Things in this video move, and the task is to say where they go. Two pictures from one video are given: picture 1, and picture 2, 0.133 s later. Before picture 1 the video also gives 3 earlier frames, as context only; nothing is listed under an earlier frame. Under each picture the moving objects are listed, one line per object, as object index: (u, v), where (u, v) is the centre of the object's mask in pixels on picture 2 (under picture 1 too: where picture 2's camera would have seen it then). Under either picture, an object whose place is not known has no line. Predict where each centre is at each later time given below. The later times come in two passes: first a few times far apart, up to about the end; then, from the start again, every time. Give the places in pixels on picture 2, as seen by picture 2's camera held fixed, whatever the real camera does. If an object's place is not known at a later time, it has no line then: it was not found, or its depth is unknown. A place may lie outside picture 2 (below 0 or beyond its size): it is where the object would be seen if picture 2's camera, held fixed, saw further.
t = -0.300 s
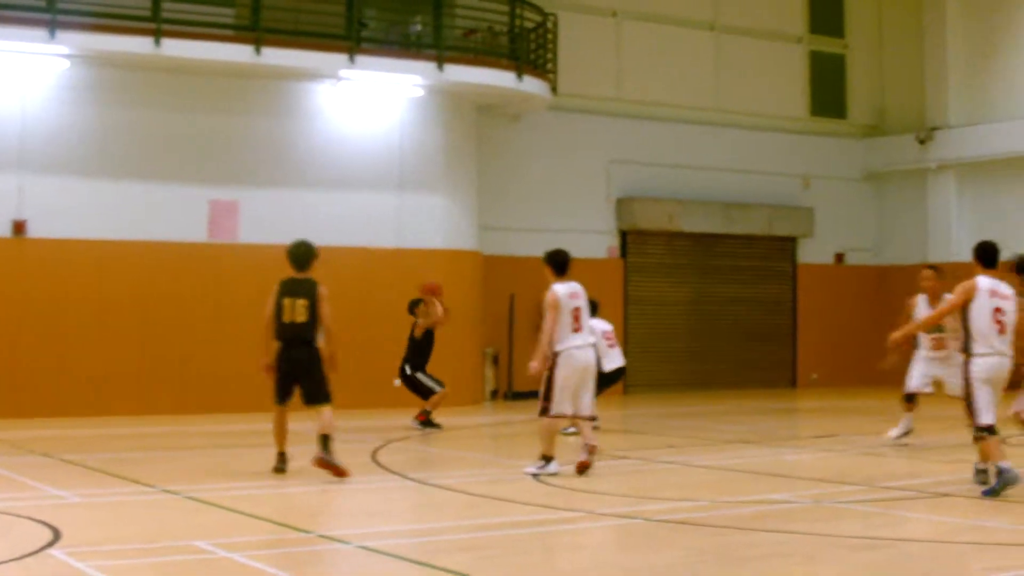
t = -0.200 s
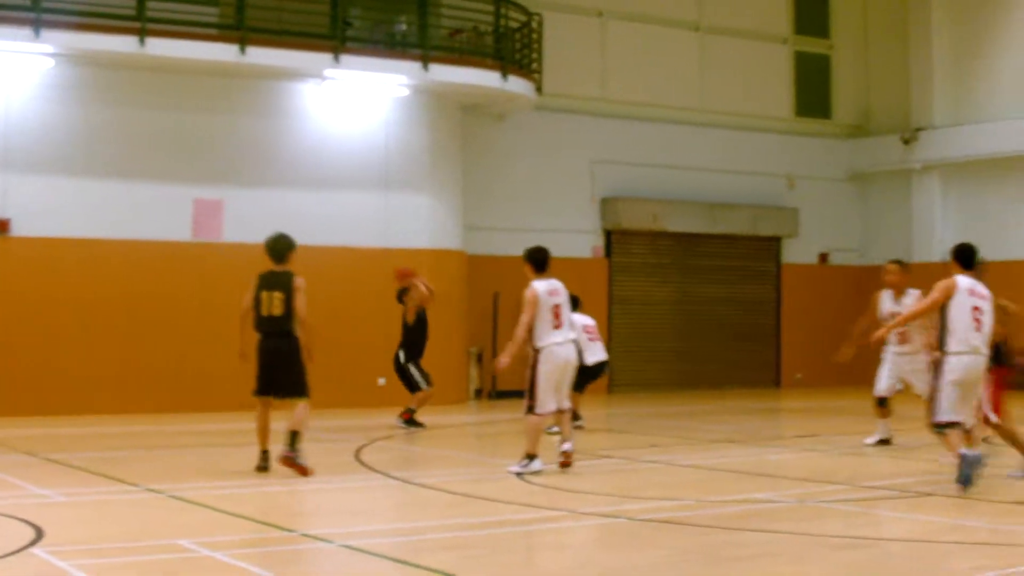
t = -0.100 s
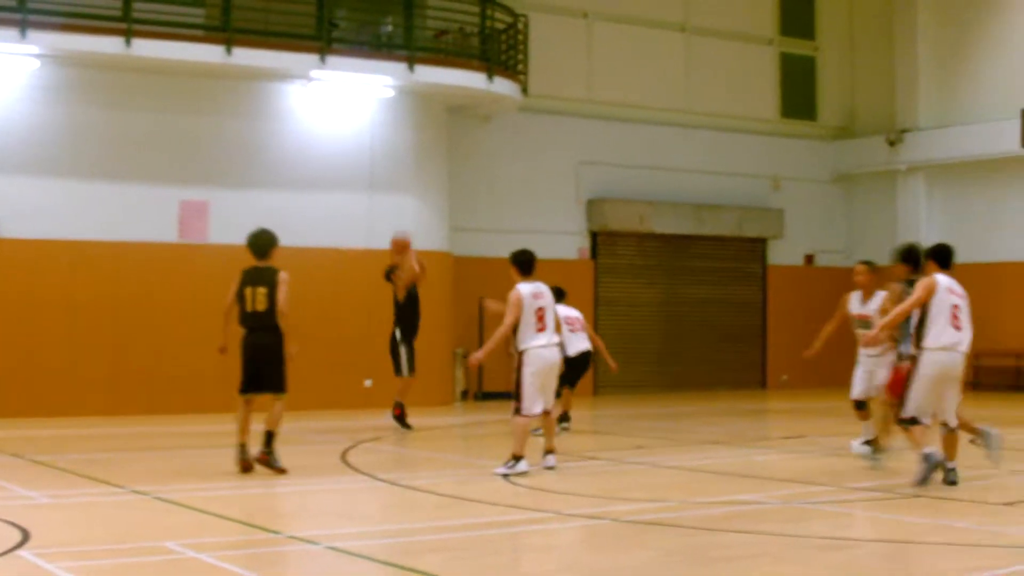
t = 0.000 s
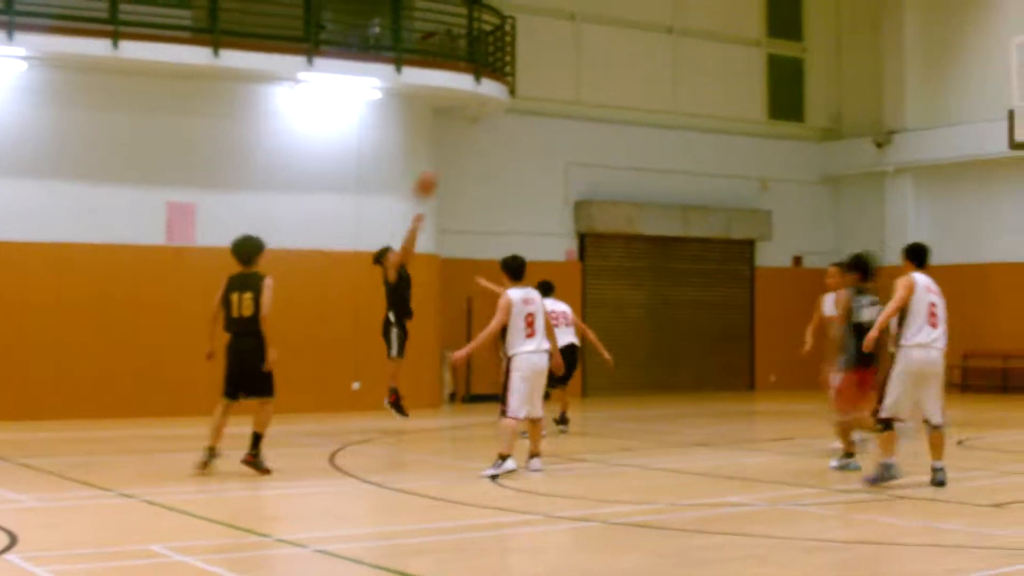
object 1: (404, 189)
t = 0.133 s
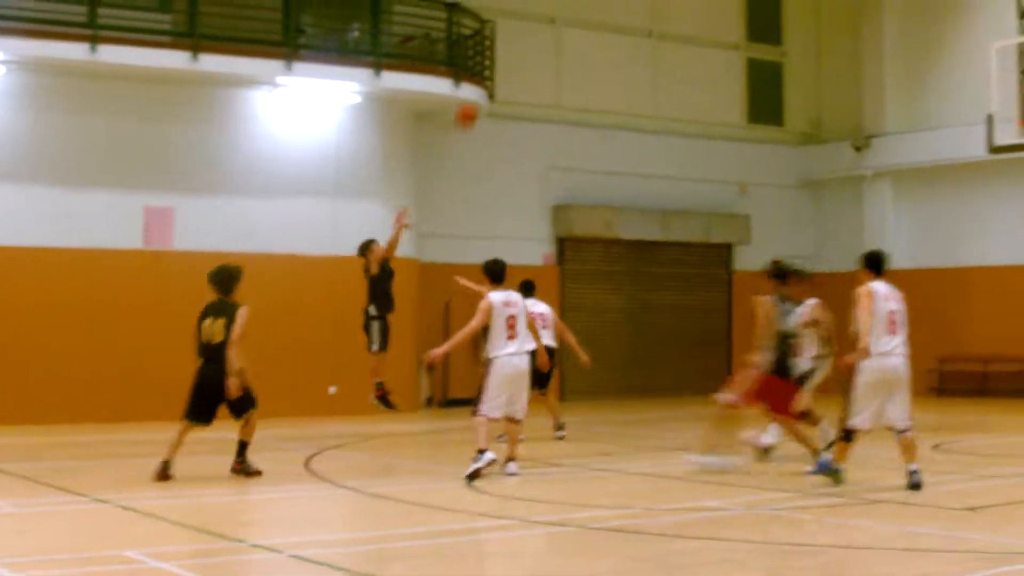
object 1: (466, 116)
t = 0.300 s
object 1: (545, 40)
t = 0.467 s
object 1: (623, -13)
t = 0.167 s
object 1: (484, 97)
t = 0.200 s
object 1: (499, 83)
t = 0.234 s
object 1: (514, 68)
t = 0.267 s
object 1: (529, 53)
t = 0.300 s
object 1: (545, 40)
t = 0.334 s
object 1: (561, 28)
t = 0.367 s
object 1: (577, 16)
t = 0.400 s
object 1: (593, 6)
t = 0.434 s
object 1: (609, -4)
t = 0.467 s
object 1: (623, -13)
